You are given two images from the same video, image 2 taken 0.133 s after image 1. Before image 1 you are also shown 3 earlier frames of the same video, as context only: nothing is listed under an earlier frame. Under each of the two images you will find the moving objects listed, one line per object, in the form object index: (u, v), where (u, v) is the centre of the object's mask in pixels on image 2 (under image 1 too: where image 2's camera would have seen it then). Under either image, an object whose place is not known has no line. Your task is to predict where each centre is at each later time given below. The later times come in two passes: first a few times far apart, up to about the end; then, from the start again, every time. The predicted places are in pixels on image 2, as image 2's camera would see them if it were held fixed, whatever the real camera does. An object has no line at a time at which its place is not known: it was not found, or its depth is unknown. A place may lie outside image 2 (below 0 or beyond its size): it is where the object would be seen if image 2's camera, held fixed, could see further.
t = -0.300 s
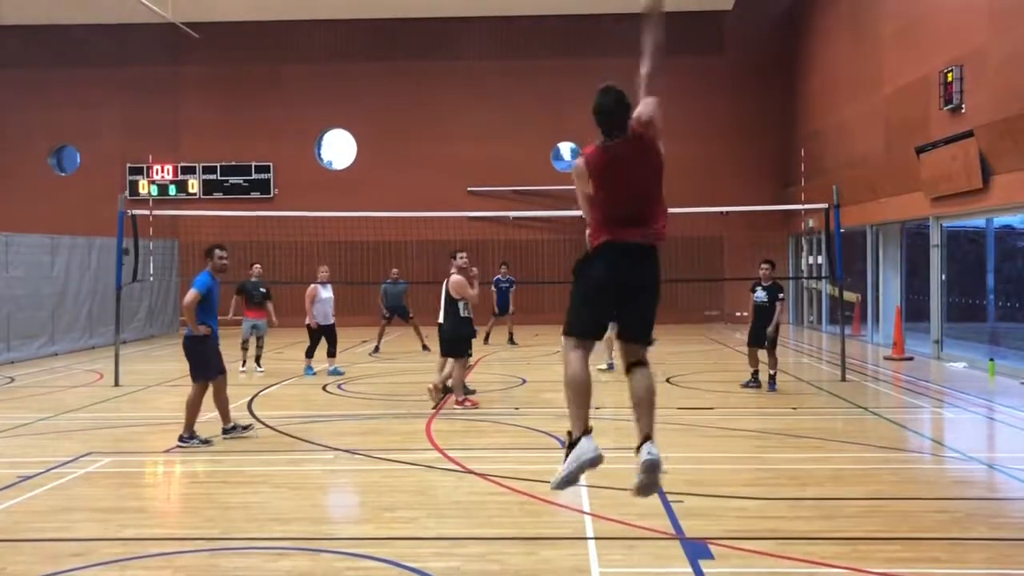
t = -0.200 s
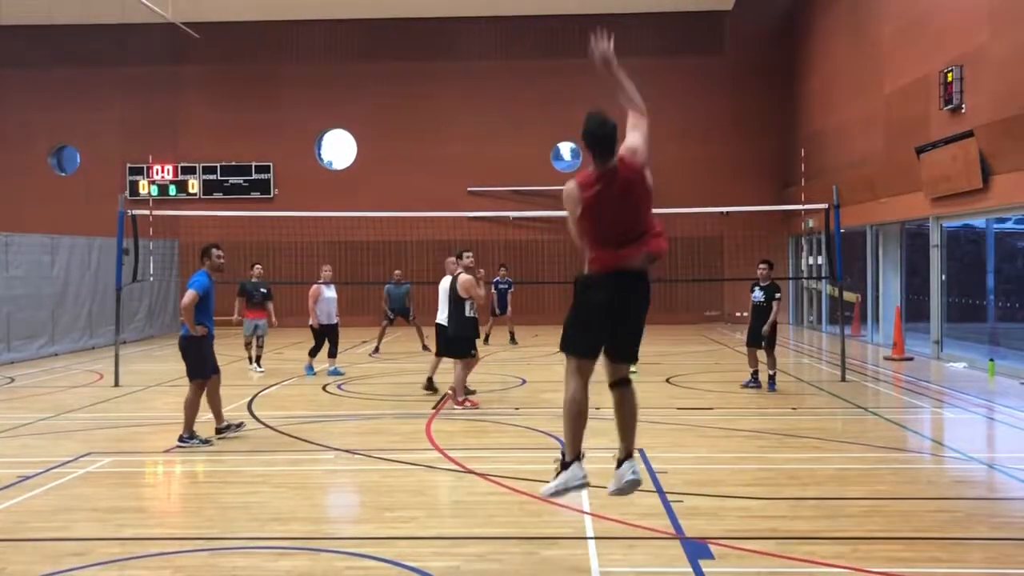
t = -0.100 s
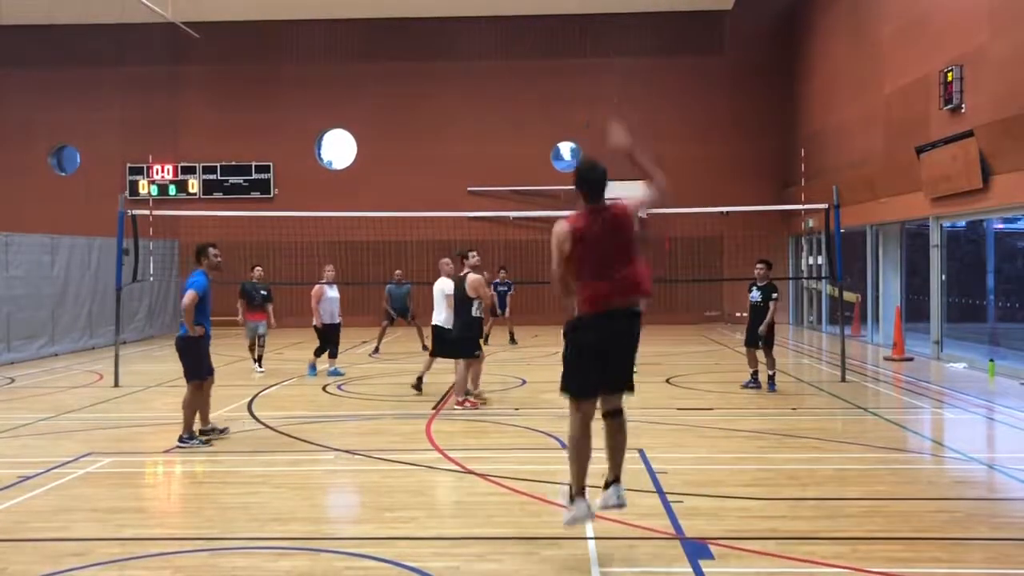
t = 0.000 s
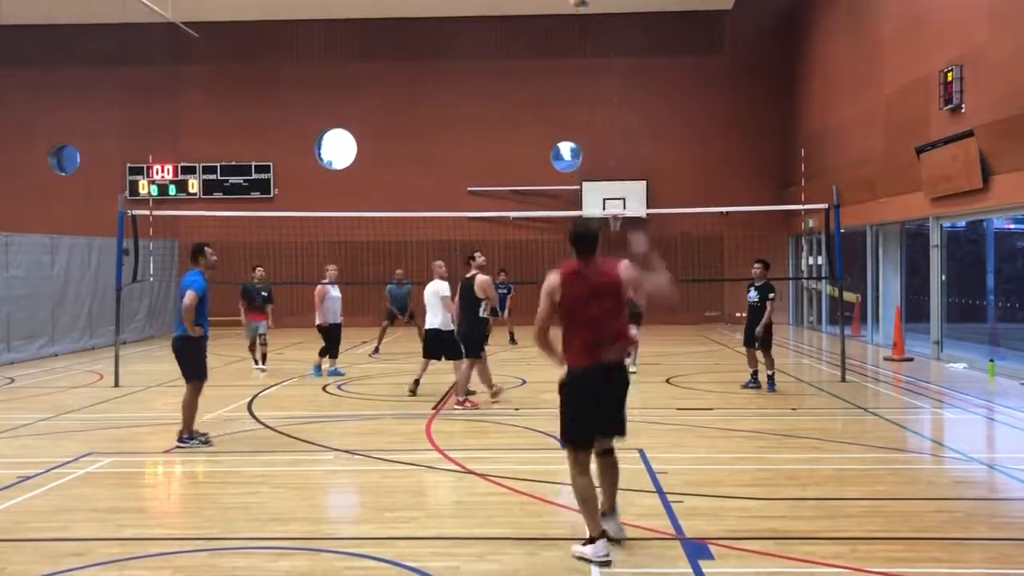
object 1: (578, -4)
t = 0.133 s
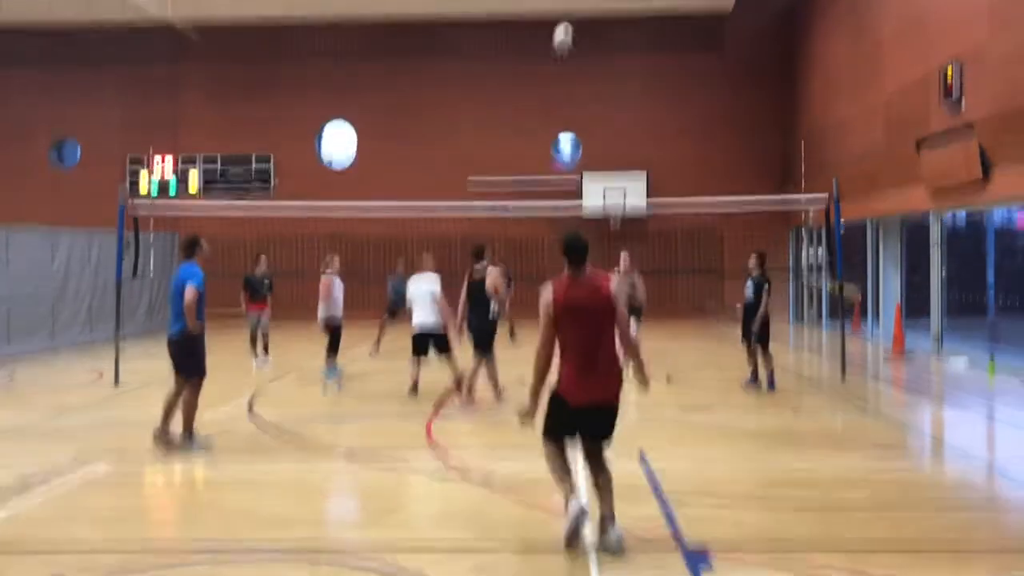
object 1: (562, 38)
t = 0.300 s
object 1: (549, 91)
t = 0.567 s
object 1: (537, 195)
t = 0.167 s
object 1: (559, 41)
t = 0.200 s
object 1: (557, 55)
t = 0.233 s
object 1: (553, 68)
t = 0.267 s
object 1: (552, 78)
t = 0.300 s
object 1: (549, 91)
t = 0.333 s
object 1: (547, 104)
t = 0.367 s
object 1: (545, 116)
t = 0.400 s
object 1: (544, 129)
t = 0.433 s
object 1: (542, 141)
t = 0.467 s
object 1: (541, 155)
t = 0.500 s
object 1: (539, 168)
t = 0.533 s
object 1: (538, 181)
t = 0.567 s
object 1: (537, 195)
